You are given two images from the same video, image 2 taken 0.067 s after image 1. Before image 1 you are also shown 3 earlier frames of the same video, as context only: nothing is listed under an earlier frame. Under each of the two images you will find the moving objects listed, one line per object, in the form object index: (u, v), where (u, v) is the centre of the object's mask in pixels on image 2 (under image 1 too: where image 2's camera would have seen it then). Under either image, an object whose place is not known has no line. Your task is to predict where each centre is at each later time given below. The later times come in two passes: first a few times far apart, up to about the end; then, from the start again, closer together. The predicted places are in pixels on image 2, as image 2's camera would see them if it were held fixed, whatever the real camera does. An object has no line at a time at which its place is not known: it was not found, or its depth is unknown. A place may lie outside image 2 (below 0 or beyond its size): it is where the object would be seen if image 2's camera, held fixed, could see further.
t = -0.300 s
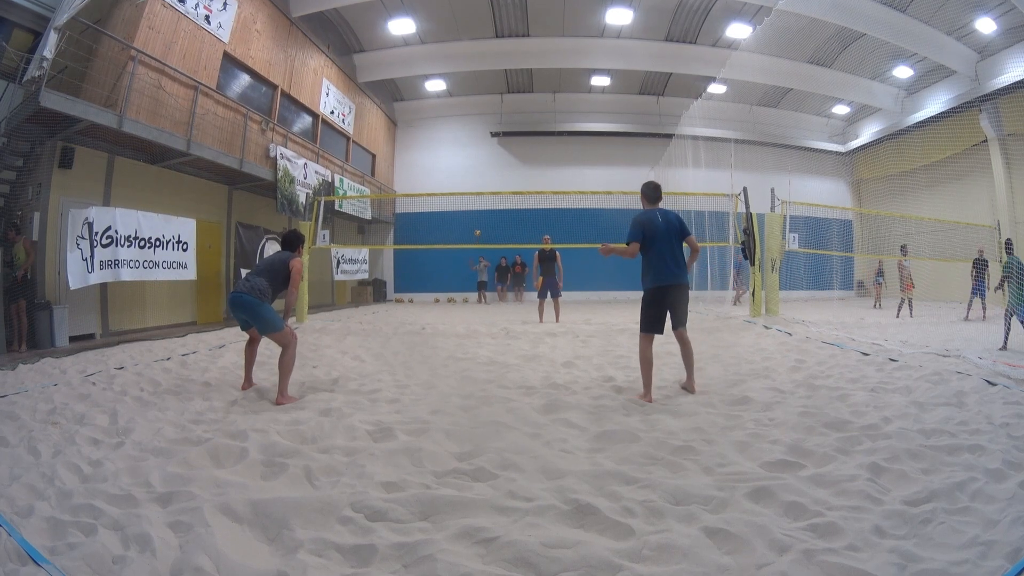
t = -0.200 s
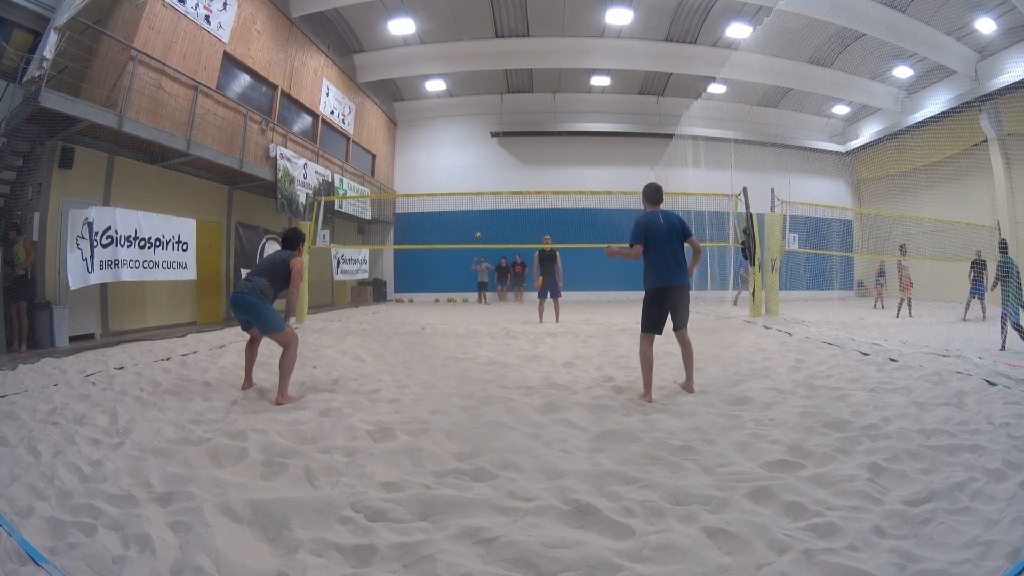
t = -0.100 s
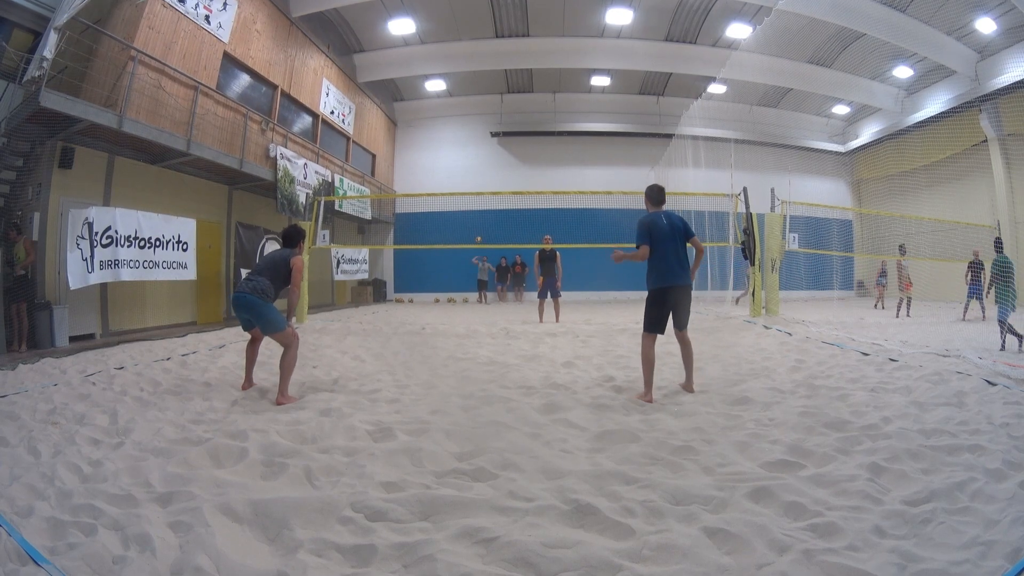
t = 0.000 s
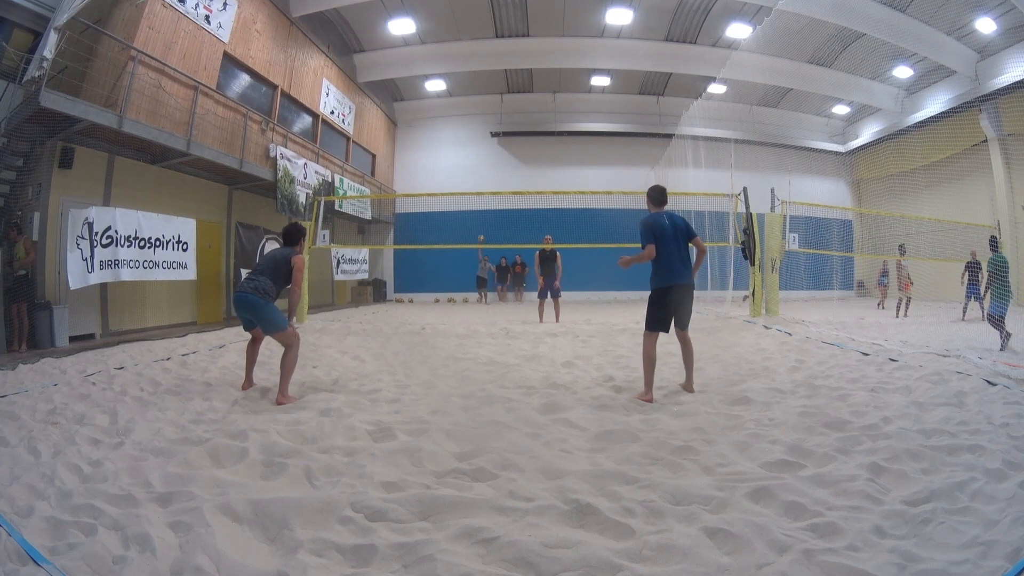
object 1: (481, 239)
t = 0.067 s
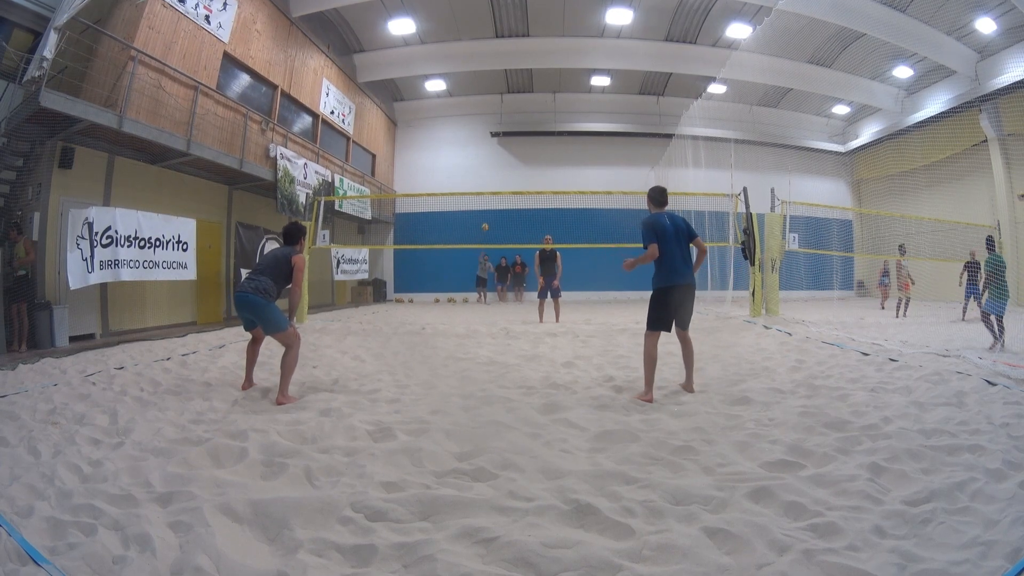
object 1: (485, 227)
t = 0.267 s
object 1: (500, 196)
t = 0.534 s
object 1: (532, 160)
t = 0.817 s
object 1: (597, 151)
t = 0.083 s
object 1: (486, 225)
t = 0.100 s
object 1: (487, 221)
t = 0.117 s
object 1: (488, 218)
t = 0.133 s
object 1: (489, 216)
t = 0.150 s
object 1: (491, 213)
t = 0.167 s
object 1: (492, 210)
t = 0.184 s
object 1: (493, 208)
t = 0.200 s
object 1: (494, 205)
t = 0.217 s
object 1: (496, 202)
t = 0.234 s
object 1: (497, 200)
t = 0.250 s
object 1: (498, 198)
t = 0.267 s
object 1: (500, 196)
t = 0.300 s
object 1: (504, 189)
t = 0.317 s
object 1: (505, 187)
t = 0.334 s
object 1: (507, 184)
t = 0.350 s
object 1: (509, 182)
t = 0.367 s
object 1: (510, 180)
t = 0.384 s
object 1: (512, 178)
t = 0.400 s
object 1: (514, 175)
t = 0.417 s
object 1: (516, 173)
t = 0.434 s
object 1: (518, 171)
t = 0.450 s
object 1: (520, 169)
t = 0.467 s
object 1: (522, 167)
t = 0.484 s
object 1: (525, 165)
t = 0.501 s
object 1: (527, 163)
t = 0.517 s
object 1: (529, 162)
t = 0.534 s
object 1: (532, 160)
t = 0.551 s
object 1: (534, 159)
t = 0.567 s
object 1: (537, 158)
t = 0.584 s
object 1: (540, 156)
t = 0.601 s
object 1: (543, 155)
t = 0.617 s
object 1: (547, 154)
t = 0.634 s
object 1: (550, 154)
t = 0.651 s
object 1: (554, 153)
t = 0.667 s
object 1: (557, 152)
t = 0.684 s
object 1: (561, 151)
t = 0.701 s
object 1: (565, 151)
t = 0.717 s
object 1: (569, 151)
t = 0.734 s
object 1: (573, 150)
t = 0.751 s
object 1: (577, 150)
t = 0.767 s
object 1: (582, 150)
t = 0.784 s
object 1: (586, 150)
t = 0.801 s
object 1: (592, 151)
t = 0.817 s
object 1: (597, 151)
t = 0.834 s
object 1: (602, 152)
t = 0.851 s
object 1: (608, 153)
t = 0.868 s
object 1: (614, 154)
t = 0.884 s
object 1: (620, 156)
